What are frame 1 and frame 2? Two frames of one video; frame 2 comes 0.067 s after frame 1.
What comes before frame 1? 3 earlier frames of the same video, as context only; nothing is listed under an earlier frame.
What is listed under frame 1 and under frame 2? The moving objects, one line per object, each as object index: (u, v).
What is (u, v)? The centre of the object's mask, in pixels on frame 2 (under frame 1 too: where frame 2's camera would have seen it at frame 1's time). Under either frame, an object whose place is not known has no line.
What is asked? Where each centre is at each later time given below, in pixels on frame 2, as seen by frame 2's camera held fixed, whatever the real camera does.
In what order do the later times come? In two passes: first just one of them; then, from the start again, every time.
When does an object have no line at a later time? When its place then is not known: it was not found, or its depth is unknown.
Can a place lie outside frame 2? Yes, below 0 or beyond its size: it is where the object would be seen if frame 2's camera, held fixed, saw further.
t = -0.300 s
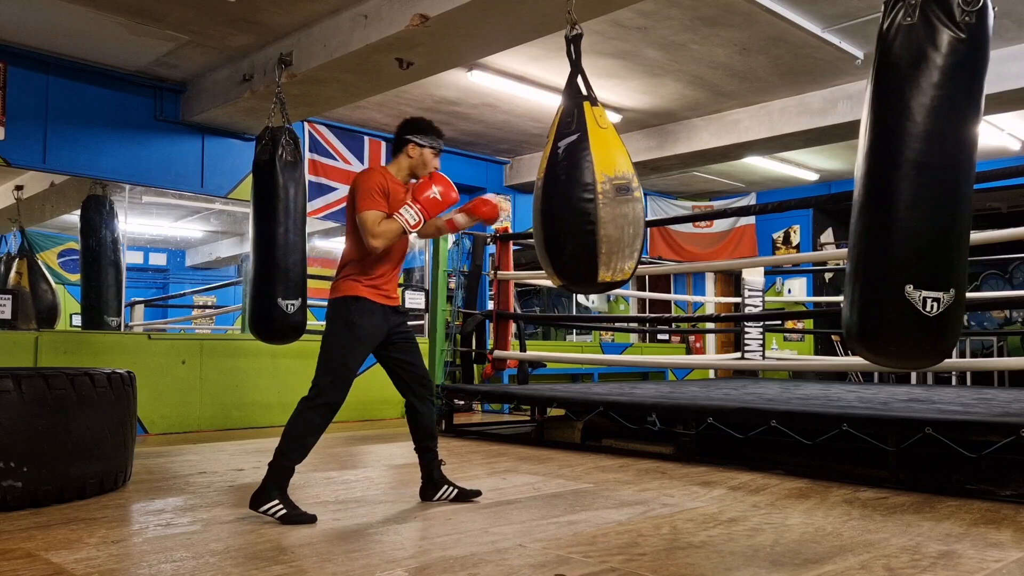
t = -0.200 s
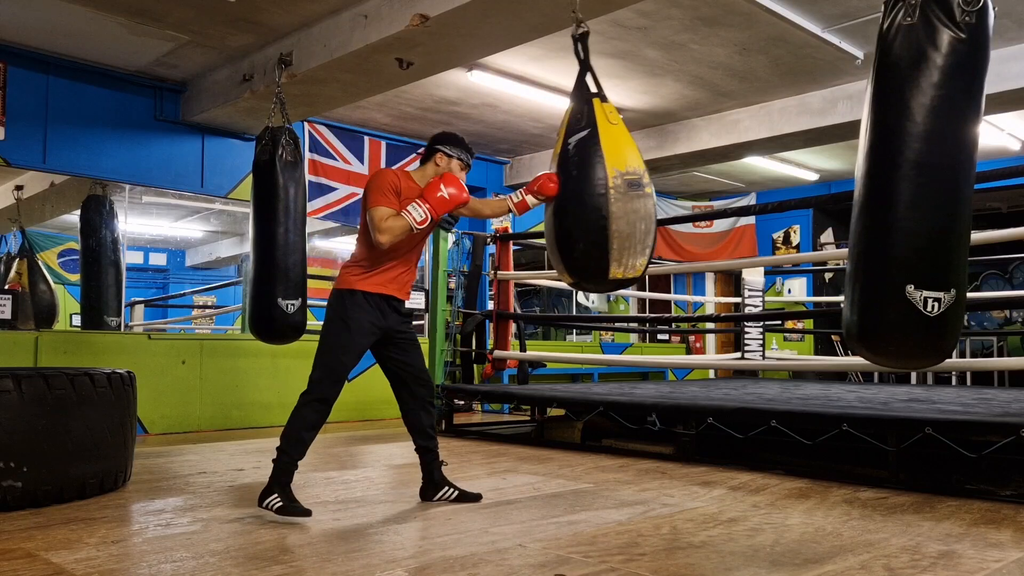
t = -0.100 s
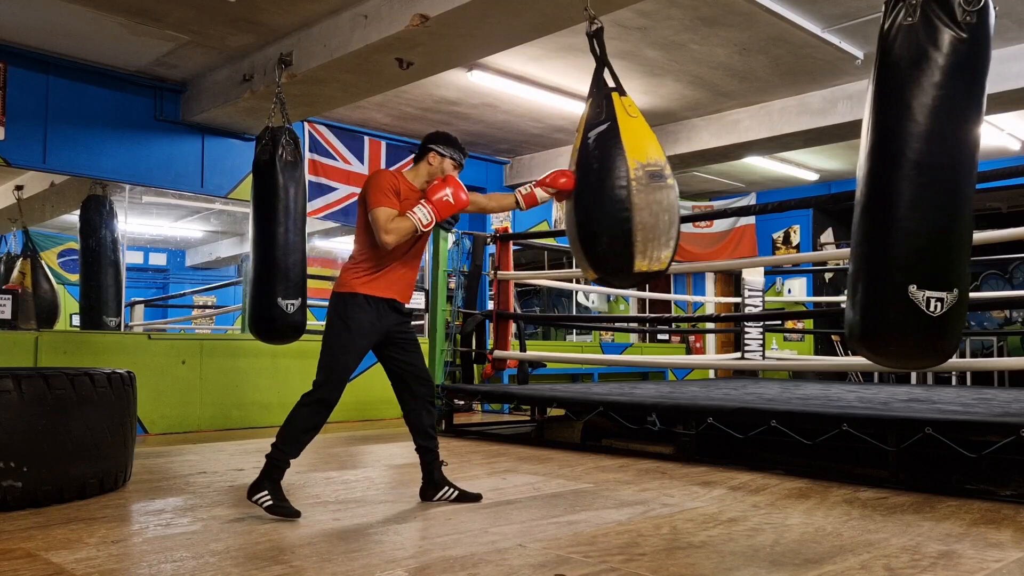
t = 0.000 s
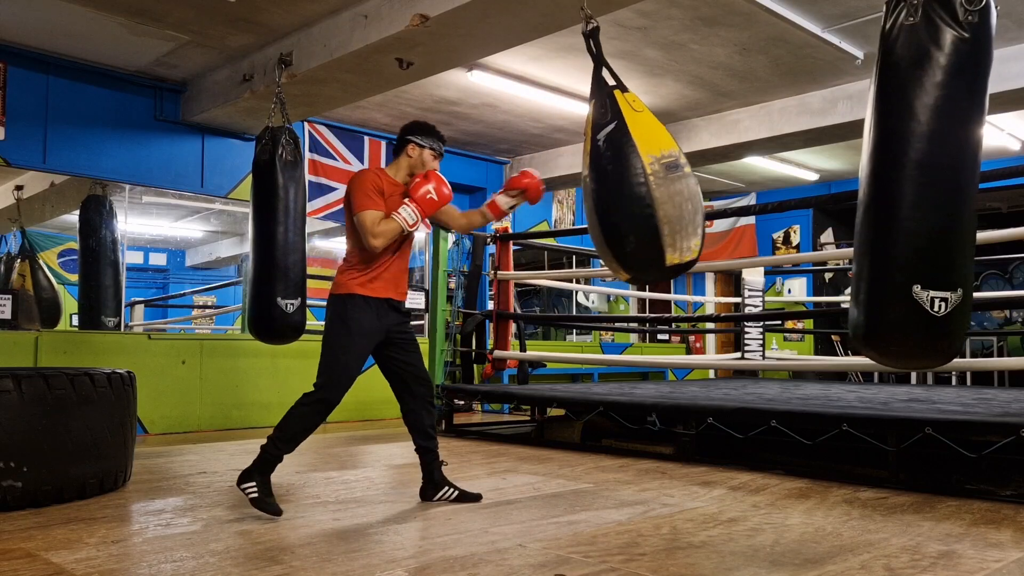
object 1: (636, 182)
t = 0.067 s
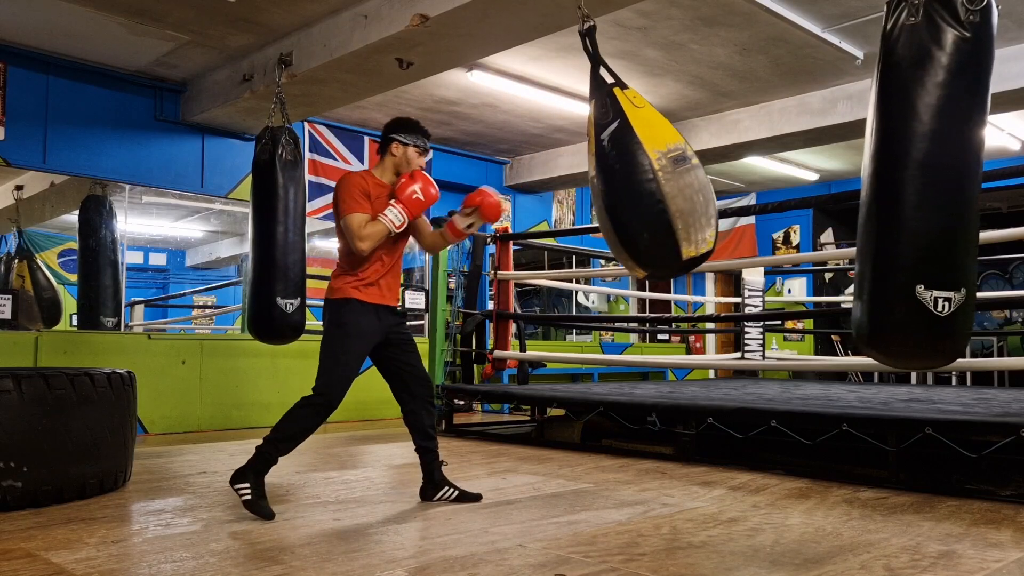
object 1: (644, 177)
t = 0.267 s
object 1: (659, 172)
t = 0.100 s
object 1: (647, 176)
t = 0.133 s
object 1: (651, 175)
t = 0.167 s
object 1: (654, 174)
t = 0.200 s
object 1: (656, 173)
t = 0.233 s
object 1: (658, 173)
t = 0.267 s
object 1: (659, 172)
